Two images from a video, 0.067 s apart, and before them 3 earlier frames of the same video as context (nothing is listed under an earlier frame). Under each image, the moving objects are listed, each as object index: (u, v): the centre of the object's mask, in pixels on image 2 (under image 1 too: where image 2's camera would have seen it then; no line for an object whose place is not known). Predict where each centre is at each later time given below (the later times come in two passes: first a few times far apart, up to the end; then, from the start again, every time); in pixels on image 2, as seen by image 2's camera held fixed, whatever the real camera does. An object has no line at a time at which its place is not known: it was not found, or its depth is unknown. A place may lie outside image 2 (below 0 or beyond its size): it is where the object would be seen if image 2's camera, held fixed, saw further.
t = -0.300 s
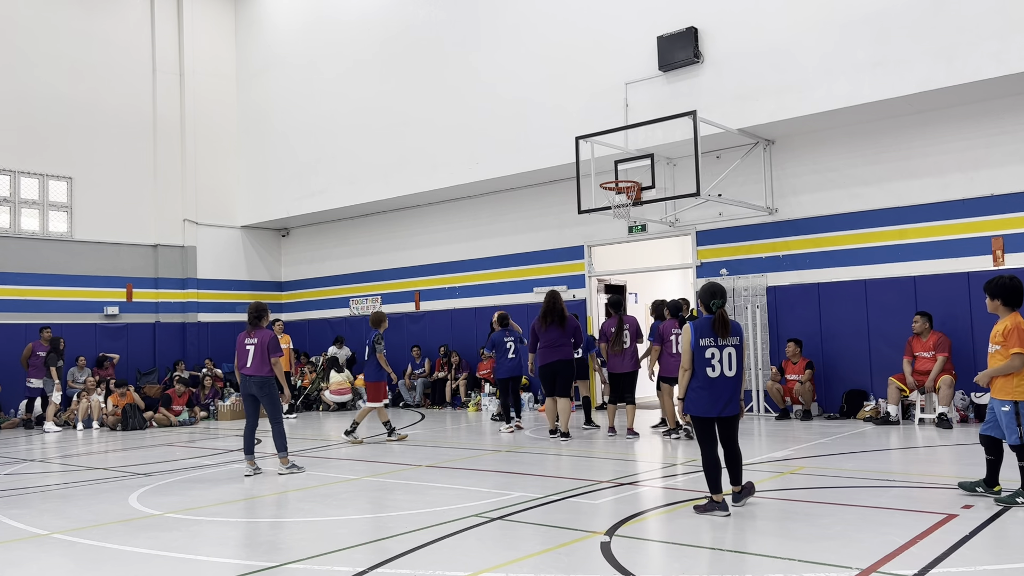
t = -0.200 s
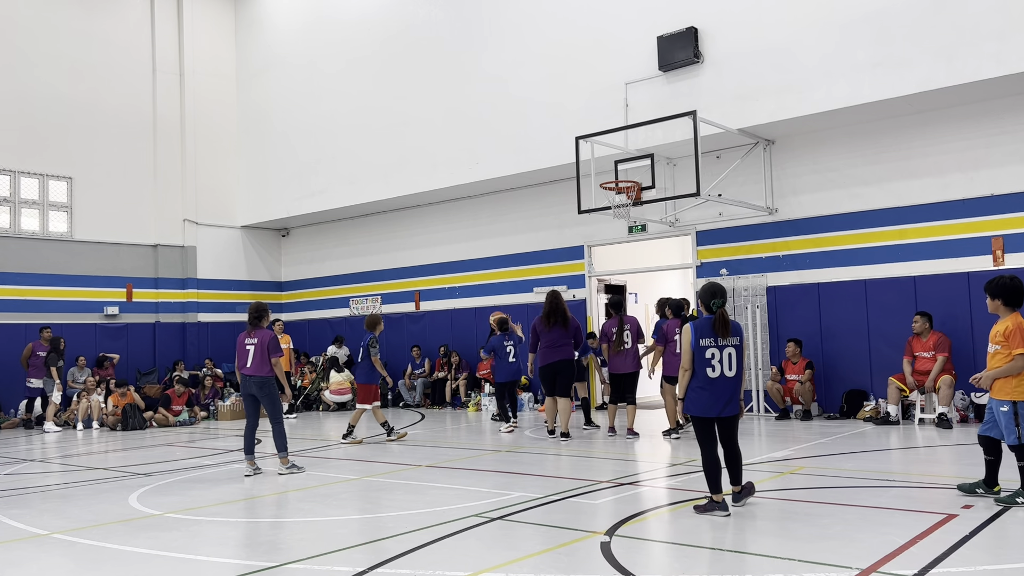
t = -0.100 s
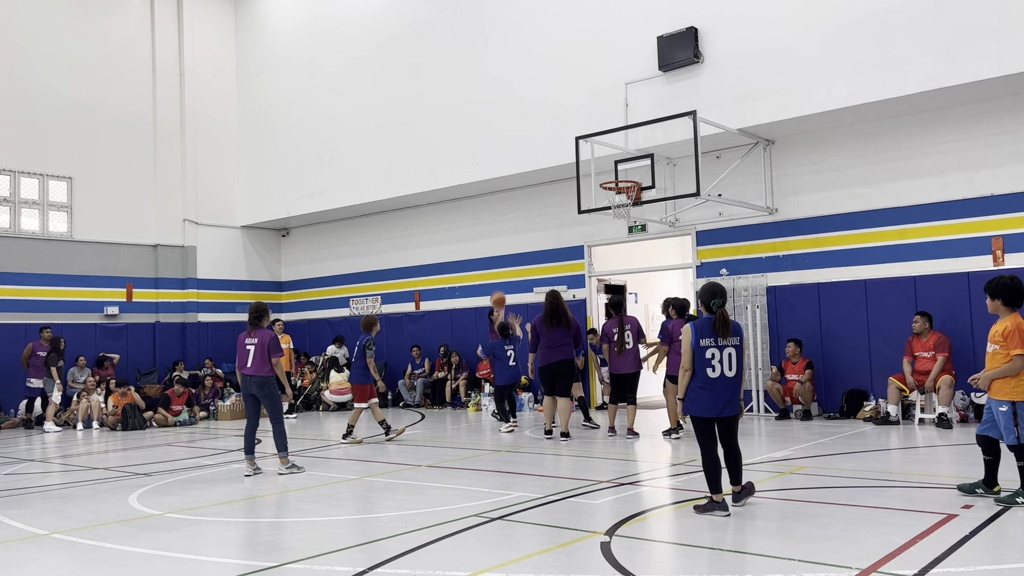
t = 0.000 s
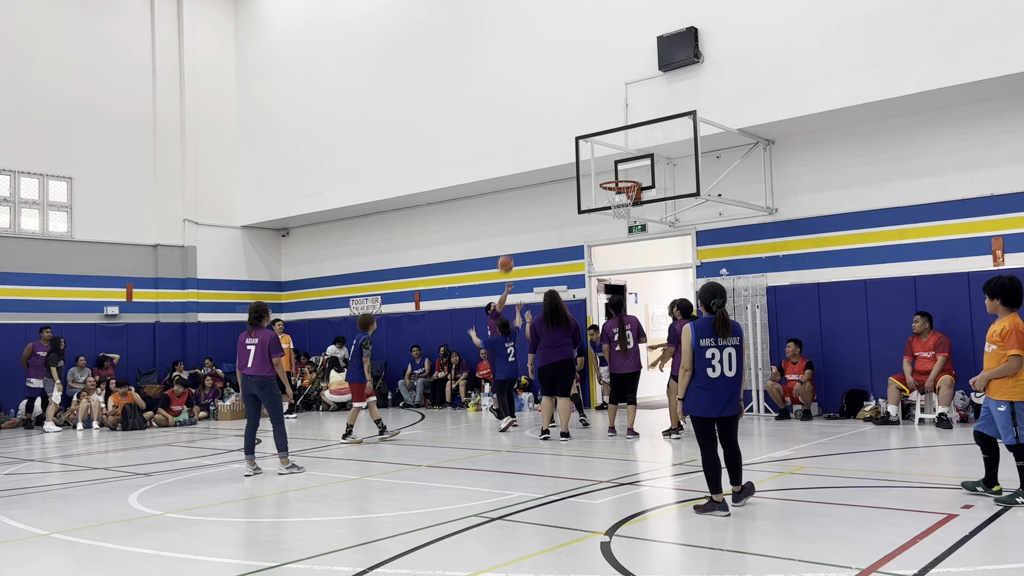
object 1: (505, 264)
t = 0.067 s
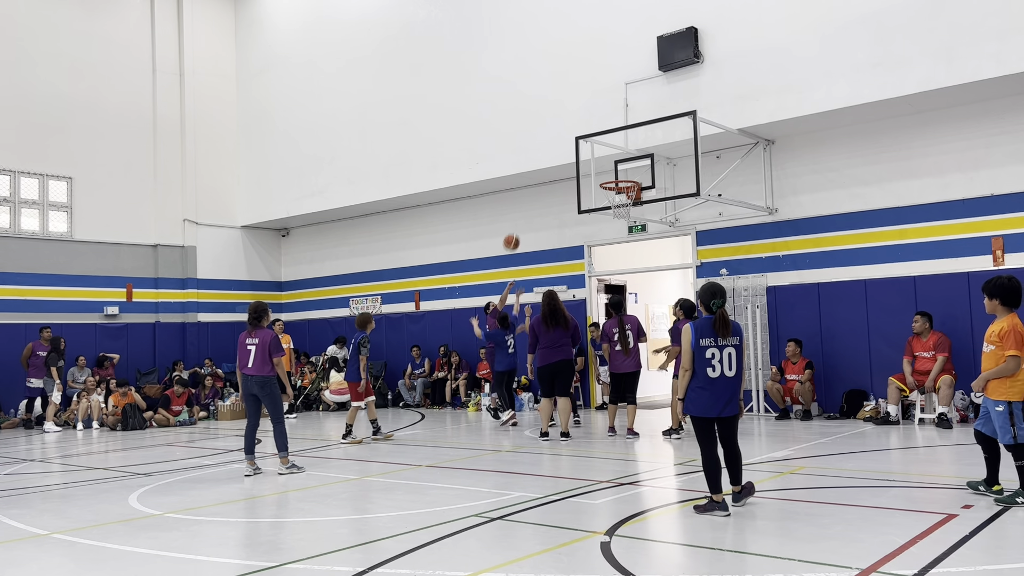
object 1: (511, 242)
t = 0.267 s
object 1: (531, 193)
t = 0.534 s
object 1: (561, 168)
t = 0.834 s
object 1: (592, 202)
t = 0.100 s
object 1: (515, 232)
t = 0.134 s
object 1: (518, 223)
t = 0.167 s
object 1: (521, 214)
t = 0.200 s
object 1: (524, 206)
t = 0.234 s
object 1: (528, 199)
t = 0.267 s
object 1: (531, 193)
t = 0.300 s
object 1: (535, 187)
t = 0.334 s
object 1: (538, 182)
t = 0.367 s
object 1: (542, 178)
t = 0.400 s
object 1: (546, 175)
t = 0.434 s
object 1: (550, 172)
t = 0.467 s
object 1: (554, 170)
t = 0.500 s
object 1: (557, 168)
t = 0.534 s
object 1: (561, 168)
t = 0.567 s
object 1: (565, 168)
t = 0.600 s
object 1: (569, 169)
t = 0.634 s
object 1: (573, 172)
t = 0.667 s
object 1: (577, 175)
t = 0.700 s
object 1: (582, 178)
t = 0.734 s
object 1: (586, 183)
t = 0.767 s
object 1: (590, 189)
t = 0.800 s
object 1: (591, 195)
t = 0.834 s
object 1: (592, 202)
